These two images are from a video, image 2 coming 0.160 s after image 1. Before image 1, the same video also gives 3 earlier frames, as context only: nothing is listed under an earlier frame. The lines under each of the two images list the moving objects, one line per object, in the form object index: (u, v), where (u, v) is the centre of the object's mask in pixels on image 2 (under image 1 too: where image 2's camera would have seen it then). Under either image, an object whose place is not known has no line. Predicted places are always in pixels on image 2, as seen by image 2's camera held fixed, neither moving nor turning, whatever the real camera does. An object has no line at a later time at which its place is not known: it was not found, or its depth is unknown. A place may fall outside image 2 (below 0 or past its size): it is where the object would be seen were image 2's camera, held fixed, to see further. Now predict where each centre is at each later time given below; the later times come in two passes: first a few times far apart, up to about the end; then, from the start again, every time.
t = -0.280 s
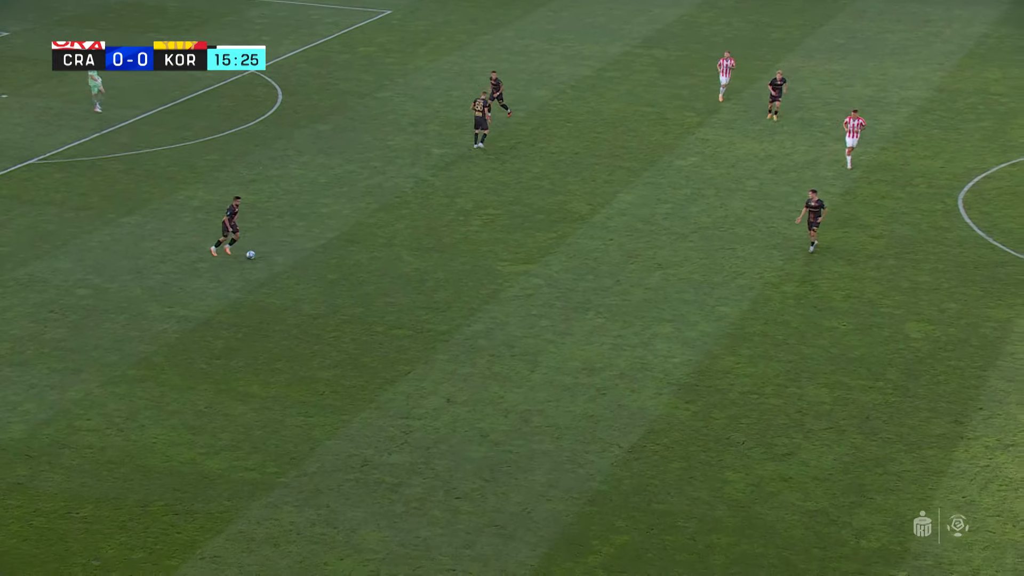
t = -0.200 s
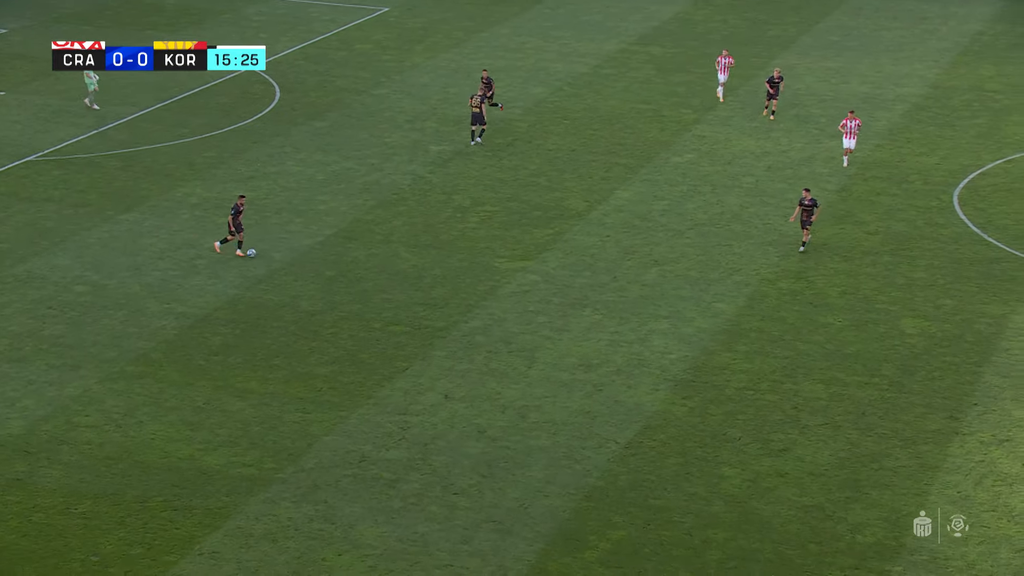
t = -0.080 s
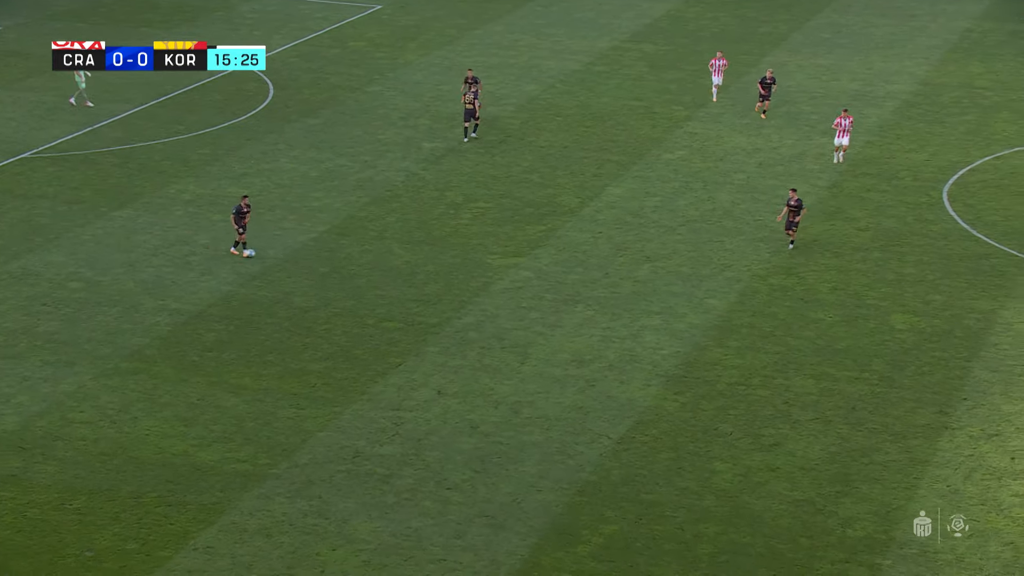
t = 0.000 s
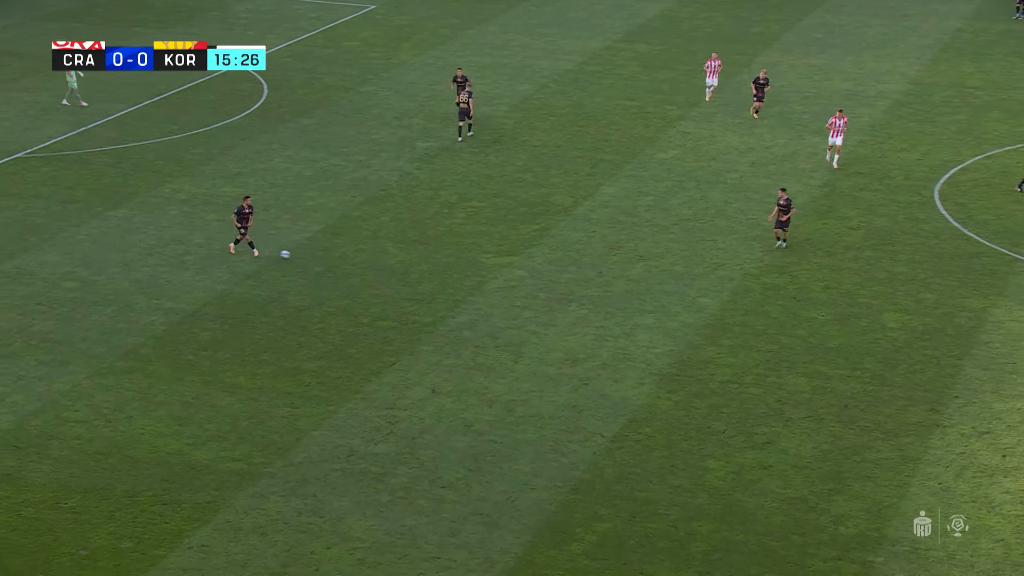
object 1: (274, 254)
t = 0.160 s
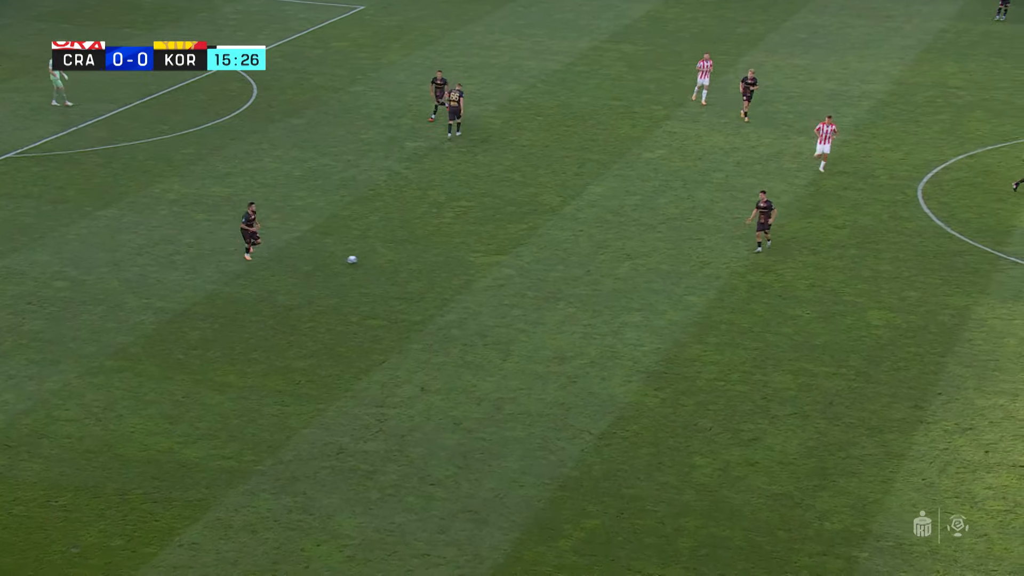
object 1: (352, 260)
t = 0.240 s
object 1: (388, 262)
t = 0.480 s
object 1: (488, 269)
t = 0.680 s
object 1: (562, 274)
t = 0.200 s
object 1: (370, 261)
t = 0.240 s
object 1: (388, 262)
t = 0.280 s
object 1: (406, 264)
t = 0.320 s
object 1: (423, 265)
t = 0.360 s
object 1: (440, 266)
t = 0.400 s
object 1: (456, 267)
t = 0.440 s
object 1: (472, 268)
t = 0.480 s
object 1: (488, 269)
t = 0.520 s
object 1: (503, 269)
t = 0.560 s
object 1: (519, 270)
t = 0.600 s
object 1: (533, 272)
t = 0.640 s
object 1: (548, 273)
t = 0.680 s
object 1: (562, 274)
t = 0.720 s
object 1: (576, 275)
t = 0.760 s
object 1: (590, 276)
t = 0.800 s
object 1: (603, 276)
